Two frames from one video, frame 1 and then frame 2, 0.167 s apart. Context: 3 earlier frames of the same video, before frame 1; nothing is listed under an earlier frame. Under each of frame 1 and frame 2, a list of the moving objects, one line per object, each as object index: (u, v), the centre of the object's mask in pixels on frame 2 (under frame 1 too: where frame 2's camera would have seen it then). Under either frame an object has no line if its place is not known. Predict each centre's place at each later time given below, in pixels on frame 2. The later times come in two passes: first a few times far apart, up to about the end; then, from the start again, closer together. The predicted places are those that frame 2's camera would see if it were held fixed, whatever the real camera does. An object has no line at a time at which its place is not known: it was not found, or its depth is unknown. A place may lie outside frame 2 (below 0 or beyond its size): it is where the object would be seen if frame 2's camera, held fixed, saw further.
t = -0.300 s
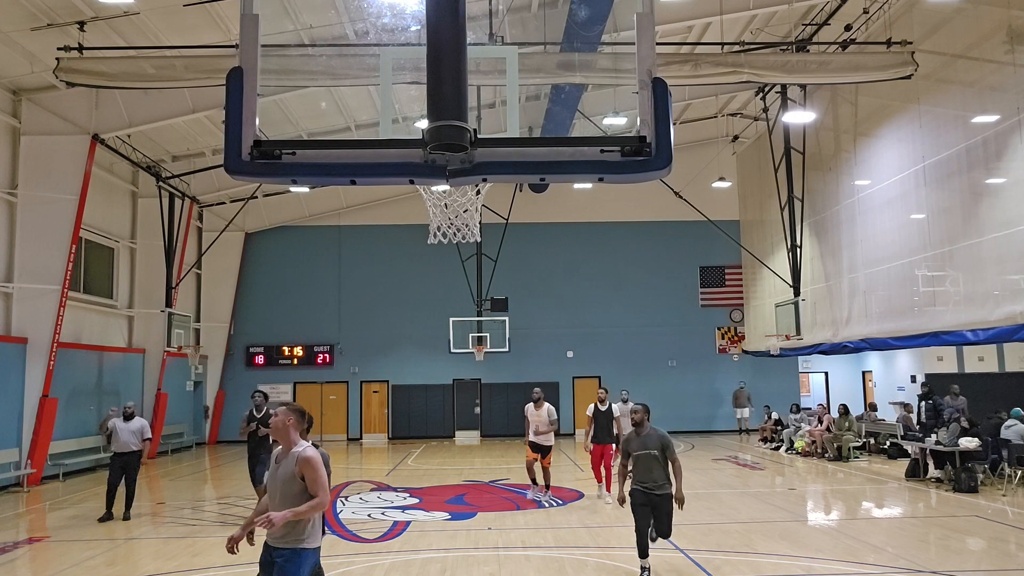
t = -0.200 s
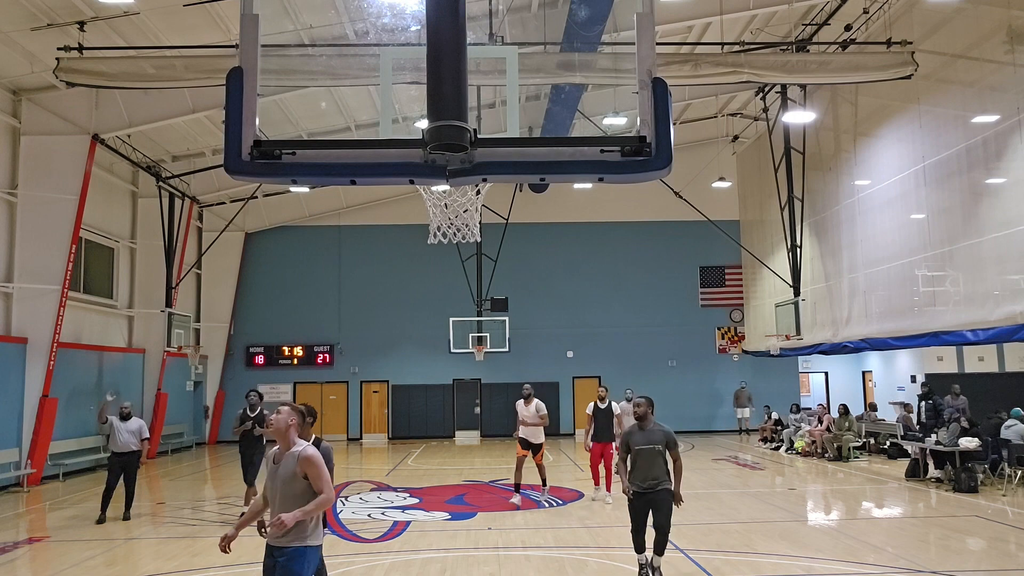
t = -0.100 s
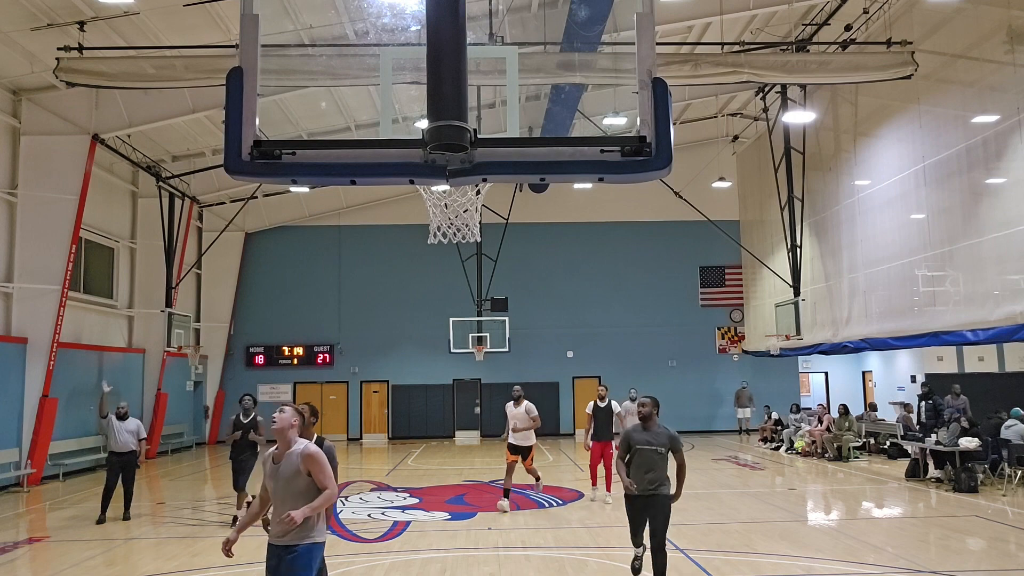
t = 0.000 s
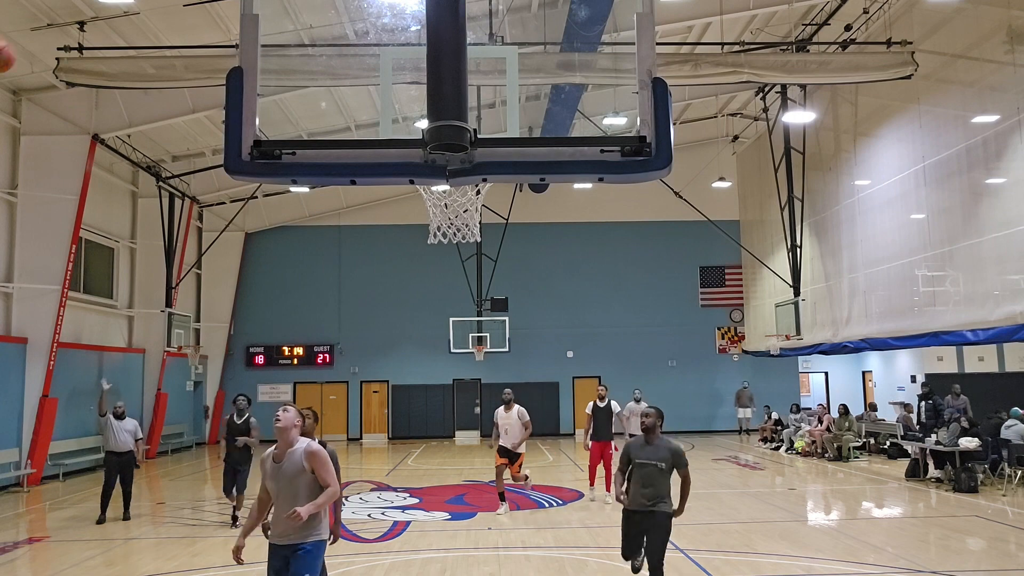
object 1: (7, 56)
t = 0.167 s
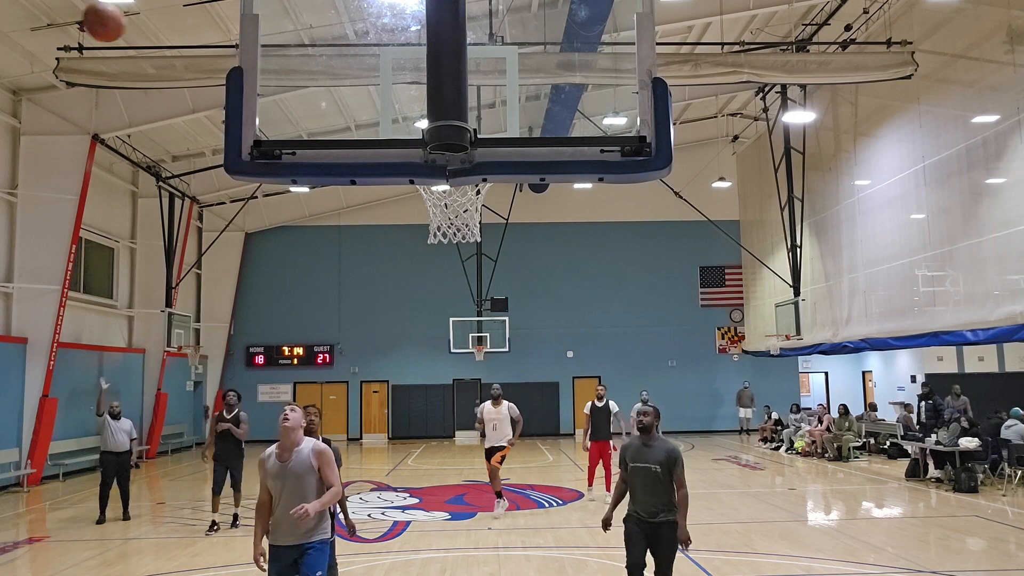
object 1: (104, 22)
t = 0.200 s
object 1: (127, 21)
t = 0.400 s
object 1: (278, 44)
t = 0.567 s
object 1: (410, 119)
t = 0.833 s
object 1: (563, 107)
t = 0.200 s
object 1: (127, 21)
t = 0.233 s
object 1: (151, 20)
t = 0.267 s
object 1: (174, 21)
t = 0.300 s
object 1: (199, 24)
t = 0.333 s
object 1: (222, 29)
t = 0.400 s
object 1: (278, 44)
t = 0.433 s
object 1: (303, 55)
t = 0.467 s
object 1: (330, 67)
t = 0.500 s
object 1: (358, 83)
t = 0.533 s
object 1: (391, 103)
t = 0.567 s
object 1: (410, 119)
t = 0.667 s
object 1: (486, 124)
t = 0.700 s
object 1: (492, 120)
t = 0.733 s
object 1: (518, 117)
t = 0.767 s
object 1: (535, 112)
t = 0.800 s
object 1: (546, 109)
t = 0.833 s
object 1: (563, 107)
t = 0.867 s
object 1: (578, 108)
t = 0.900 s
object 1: (595, 110)
